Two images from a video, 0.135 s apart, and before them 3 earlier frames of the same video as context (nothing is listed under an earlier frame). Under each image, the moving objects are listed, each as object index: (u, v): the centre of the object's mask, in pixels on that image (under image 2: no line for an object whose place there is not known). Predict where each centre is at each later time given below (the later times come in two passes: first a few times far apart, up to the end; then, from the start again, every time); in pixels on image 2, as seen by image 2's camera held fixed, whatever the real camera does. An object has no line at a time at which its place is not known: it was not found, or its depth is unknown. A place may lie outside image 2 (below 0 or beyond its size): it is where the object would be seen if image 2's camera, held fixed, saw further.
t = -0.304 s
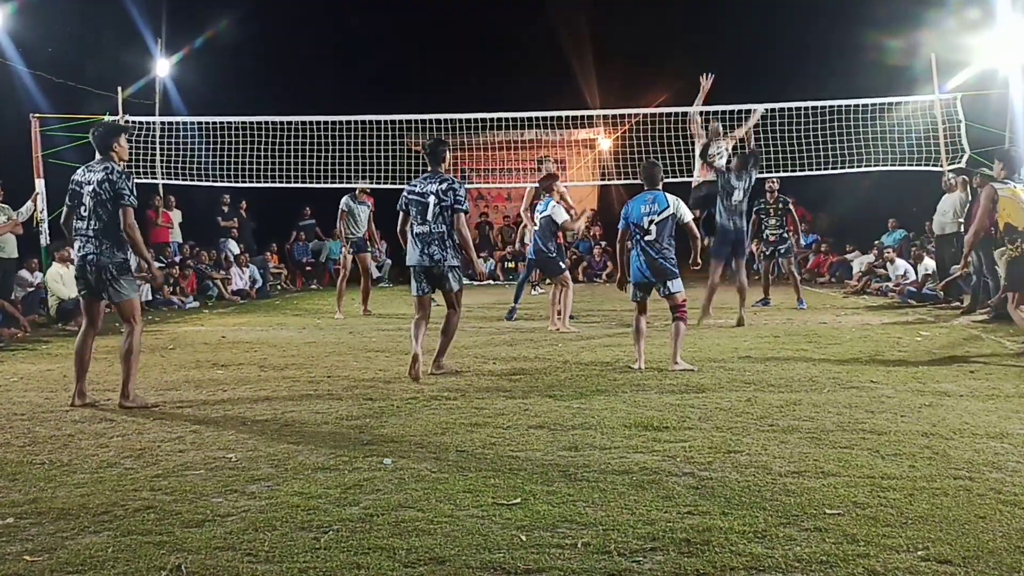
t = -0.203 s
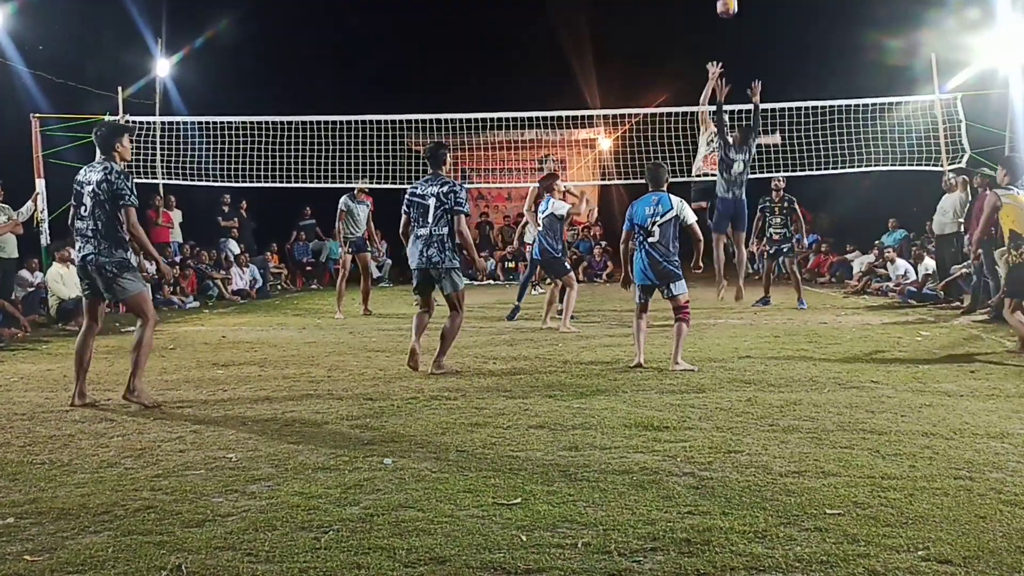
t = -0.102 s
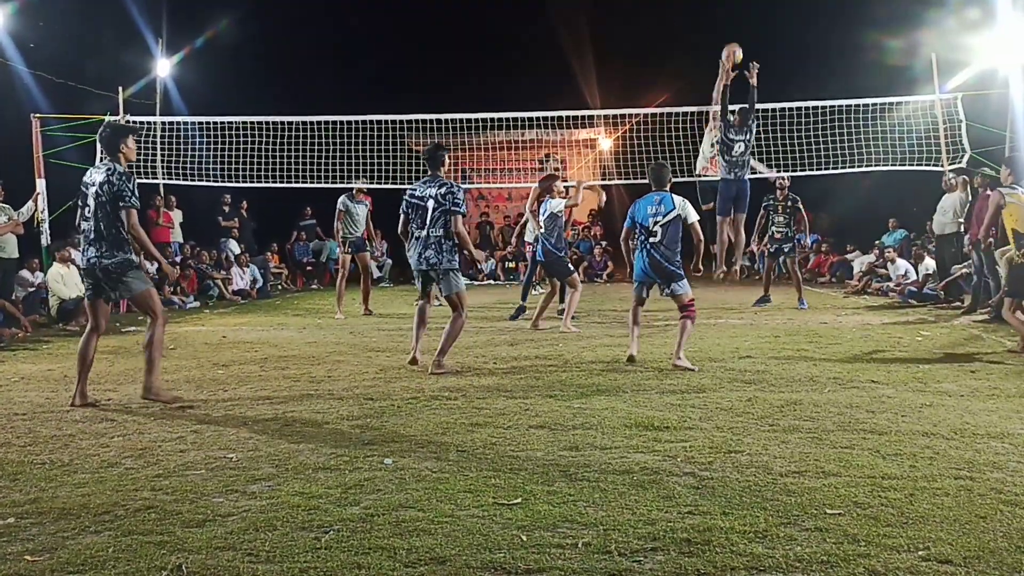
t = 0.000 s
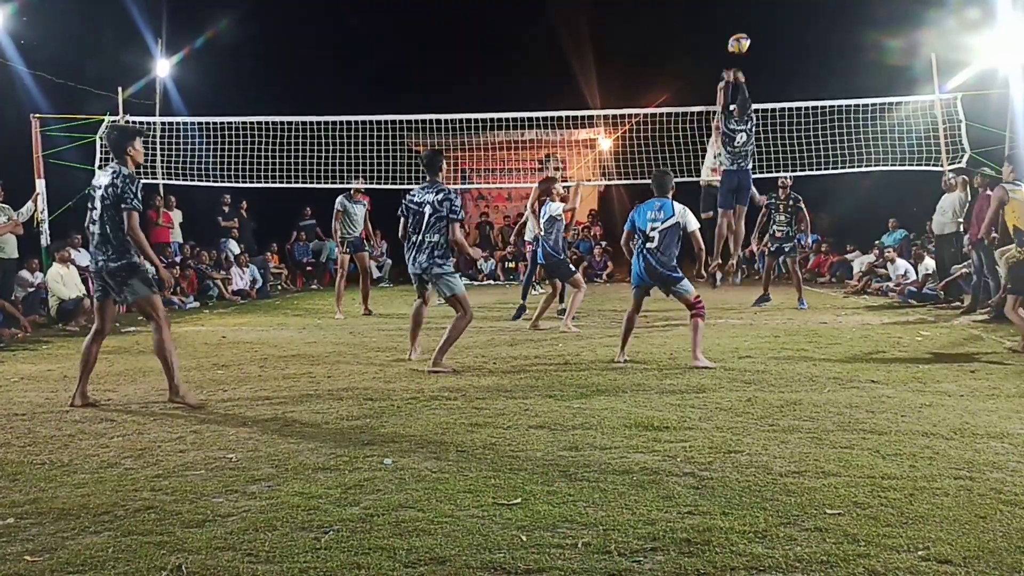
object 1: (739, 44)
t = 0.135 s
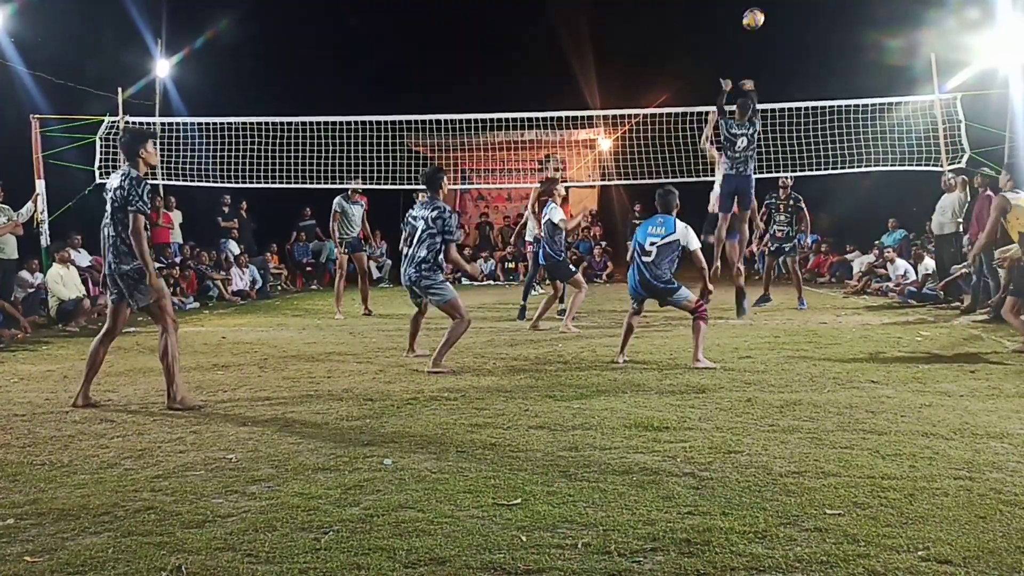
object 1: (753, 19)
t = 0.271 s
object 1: (767, 11)
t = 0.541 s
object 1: (795, 46)
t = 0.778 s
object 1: (819, 111)
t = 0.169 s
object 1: (757, 15)
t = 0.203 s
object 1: (760, 13)
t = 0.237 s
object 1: (764, 11)
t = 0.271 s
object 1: (767, 11)
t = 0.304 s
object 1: (771, 11)
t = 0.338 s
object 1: (775, 13)
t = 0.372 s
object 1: (778, 16)
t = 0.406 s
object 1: (782, 20)
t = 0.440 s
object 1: (785, 24)
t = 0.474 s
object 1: (788, 31)
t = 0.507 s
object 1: (792, 38)
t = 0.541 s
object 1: (795, 46)
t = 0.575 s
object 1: (798, 55)
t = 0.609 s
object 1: (802, 64)
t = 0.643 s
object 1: (806, 76)
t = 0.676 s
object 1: (809, 88)
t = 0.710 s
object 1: (812, 98)
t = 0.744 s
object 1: (816, 105)
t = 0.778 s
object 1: (819, 111)
